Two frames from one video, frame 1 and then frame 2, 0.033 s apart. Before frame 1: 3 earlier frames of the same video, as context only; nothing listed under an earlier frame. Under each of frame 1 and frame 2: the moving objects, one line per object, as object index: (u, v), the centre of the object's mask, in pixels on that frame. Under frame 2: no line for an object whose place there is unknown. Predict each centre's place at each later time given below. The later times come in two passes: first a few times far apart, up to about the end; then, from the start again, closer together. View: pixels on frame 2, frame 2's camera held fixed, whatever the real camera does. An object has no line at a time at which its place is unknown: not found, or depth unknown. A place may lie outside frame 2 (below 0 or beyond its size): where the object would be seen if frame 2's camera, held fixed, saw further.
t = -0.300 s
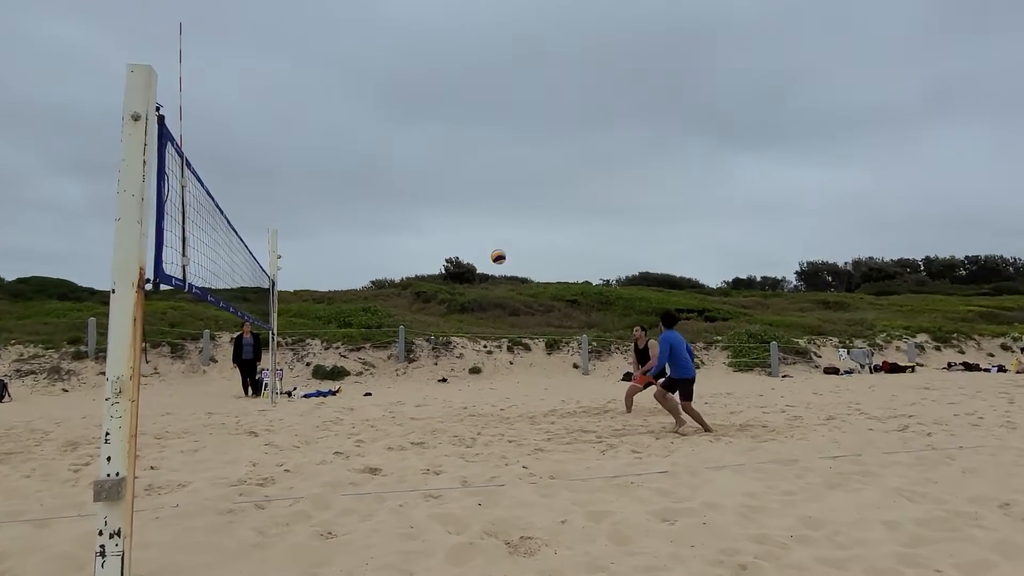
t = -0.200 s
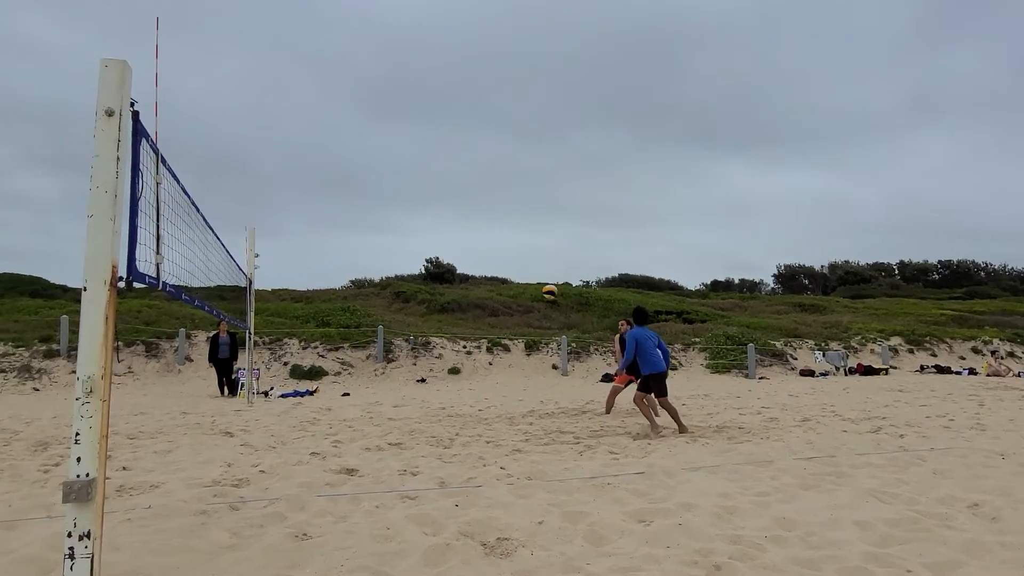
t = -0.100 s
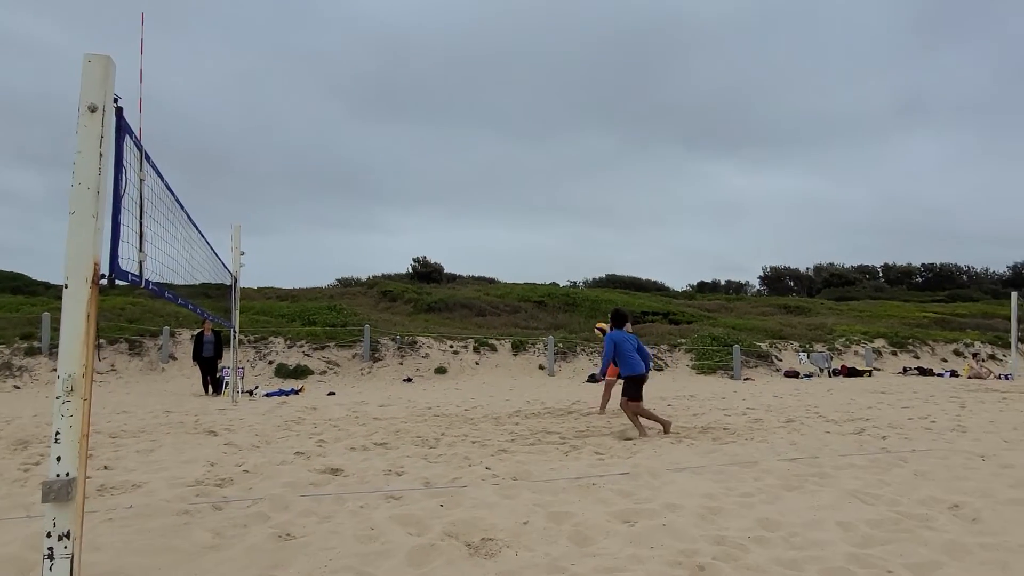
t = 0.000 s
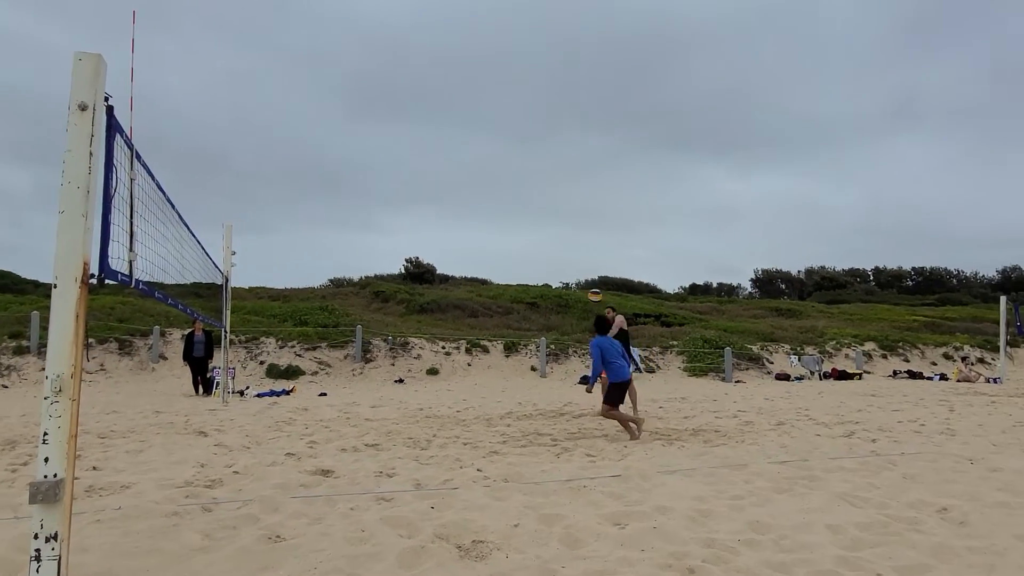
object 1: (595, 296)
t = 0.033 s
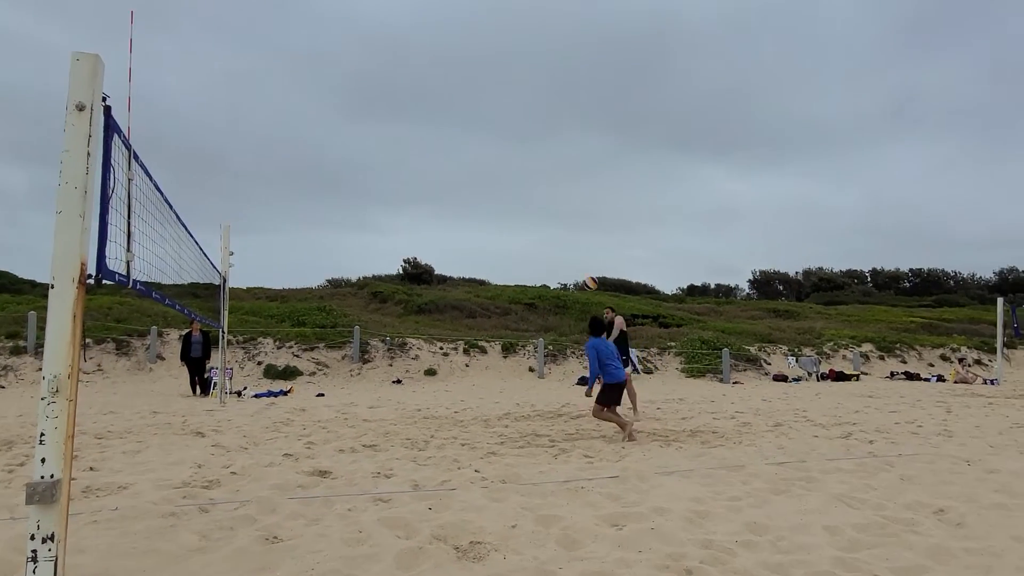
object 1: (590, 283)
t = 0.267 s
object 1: (578, 206)
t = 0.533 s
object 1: (569, 158)
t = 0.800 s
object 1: (562, 154)
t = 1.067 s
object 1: (556, 194)
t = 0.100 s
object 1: (586, 258)
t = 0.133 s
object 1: (584, 246)
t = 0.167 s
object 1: (583, 235)
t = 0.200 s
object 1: (582, 225)
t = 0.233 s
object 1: (580, 215)
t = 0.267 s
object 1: (578, 206)
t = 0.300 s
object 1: (577, 198)
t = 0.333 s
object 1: (575, 190)
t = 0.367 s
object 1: (574, 183)
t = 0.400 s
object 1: (573, 177)
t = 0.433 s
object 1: (572, 171)
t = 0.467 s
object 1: (571, 166)
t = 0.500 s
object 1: (570, 161)
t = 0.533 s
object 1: (569, 158)
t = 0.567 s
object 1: (568, 155)
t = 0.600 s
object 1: (566, 153)
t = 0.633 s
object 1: (565, 151)
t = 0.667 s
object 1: (565, 150)
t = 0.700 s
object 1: (564, 150)
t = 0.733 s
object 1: (563, 150)
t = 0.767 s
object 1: (563, 151)
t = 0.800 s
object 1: (562, 154)
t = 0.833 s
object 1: (560, 156)
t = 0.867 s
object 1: (560, 159)
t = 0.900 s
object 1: (560, 163)
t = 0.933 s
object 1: (559, 168)
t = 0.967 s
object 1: (558, 173)
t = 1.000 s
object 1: (557, 179)
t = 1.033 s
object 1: (557, 186)
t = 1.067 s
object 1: (556, 194)
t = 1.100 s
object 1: (556, 202)
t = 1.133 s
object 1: (556, 211)
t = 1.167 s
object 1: (556, 221)
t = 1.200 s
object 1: (556, 231)
